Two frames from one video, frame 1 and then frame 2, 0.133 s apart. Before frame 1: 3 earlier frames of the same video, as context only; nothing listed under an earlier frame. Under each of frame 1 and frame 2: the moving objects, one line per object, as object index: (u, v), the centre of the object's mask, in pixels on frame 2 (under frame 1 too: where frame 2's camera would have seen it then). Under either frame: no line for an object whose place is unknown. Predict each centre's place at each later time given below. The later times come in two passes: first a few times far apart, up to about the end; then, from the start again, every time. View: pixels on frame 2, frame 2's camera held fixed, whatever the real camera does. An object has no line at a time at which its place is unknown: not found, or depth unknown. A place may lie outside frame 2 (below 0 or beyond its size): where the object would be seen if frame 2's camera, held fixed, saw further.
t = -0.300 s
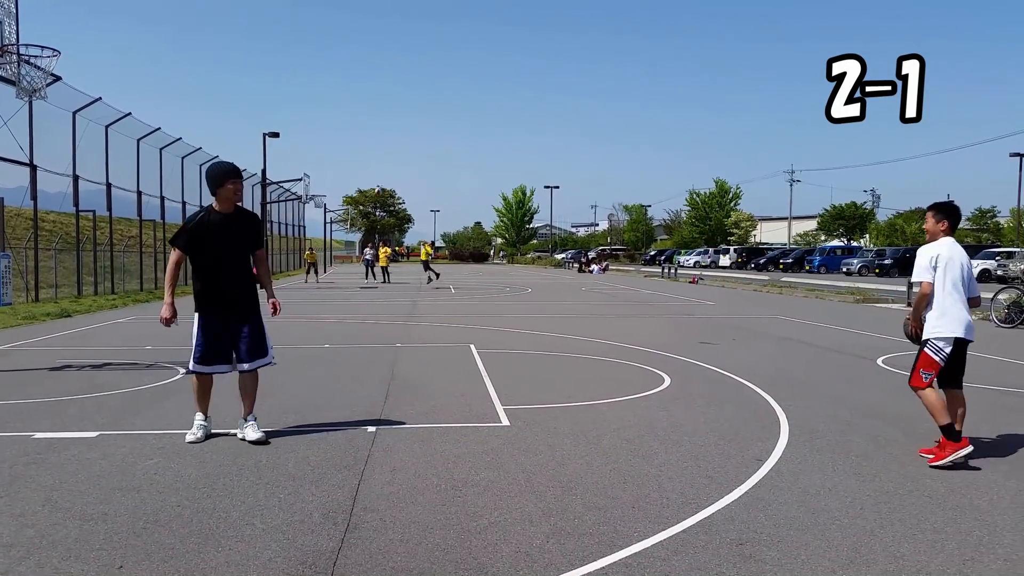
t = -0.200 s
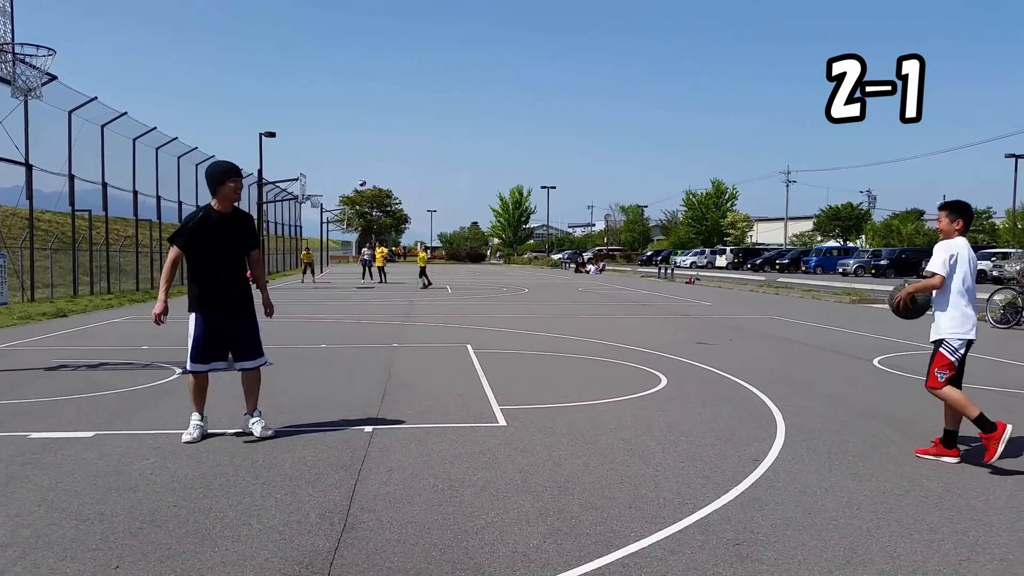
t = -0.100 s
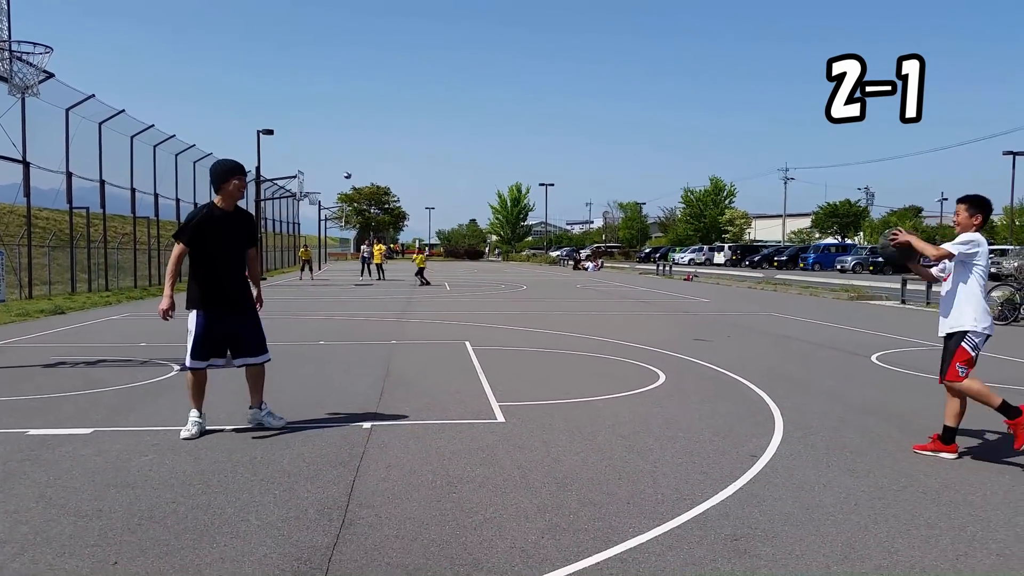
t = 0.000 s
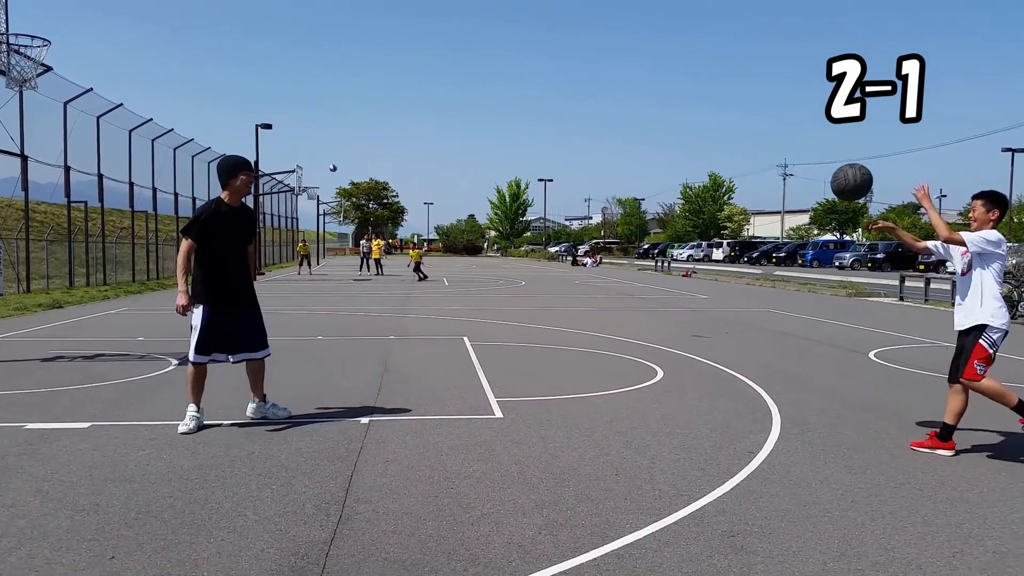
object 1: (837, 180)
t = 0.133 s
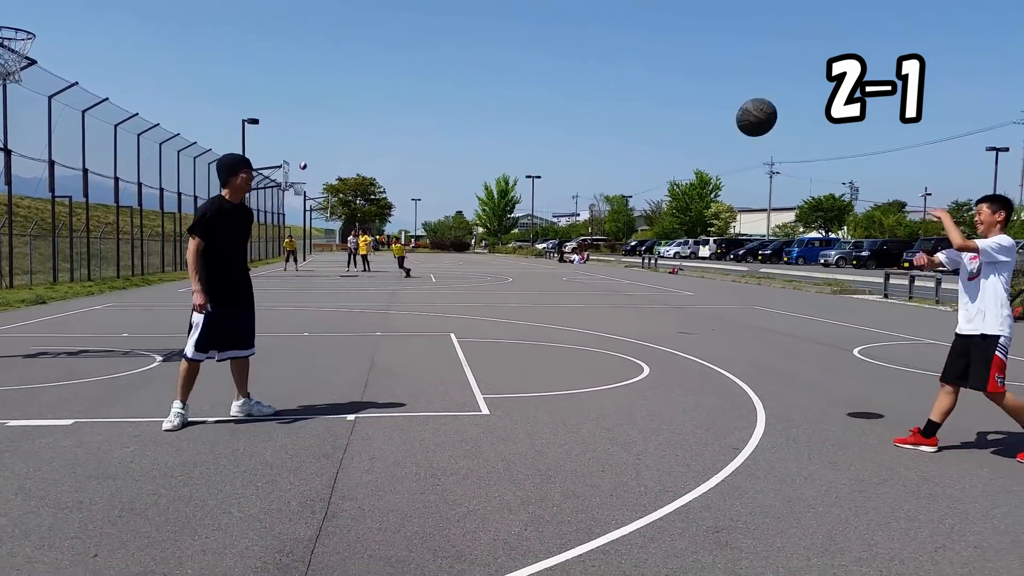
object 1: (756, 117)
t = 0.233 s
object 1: (695, 87)
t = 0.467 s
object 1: (556, 79)
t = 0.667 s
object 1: (441, 136)
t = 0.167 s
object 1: (736, 105)
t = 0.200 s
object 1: (715, 96)
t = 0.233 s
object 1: (695, 87)
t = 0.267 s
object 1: (676, 81)
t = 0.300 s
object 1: (656, 76)
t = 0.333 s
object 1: (636, 74)
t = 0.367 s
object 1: (616, 73)
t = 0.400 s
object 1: (596, 73)
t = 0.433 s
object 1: (576, 75)
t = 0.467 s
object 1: (556, 79)
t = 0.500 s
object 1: (537, 85)
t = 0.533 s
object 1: (518, 92)
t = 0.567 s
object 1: (499, 101)
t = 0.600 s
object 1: (480, 111)
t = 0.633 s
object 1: (460, 123)
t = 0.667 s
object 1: (441, 136)
